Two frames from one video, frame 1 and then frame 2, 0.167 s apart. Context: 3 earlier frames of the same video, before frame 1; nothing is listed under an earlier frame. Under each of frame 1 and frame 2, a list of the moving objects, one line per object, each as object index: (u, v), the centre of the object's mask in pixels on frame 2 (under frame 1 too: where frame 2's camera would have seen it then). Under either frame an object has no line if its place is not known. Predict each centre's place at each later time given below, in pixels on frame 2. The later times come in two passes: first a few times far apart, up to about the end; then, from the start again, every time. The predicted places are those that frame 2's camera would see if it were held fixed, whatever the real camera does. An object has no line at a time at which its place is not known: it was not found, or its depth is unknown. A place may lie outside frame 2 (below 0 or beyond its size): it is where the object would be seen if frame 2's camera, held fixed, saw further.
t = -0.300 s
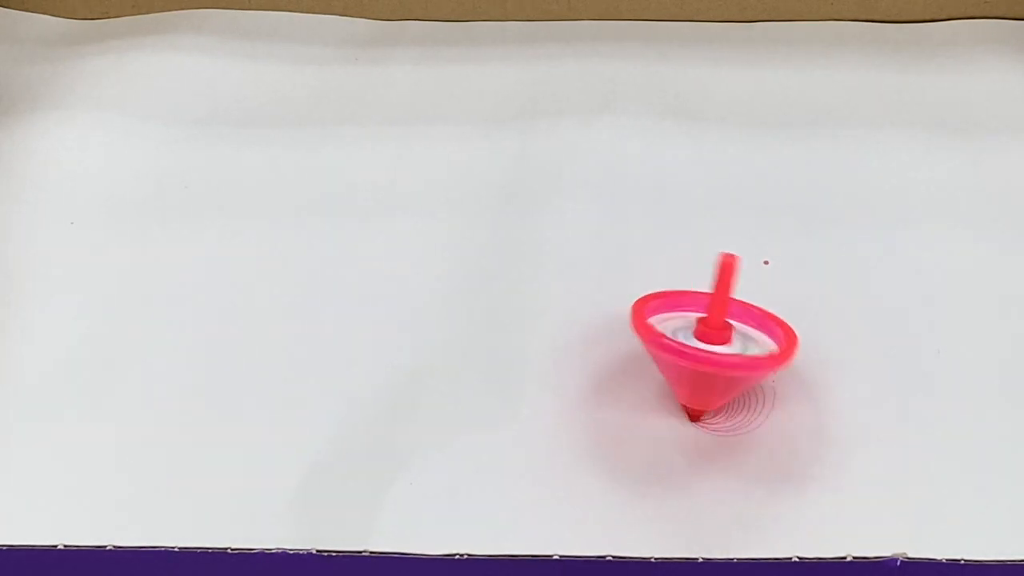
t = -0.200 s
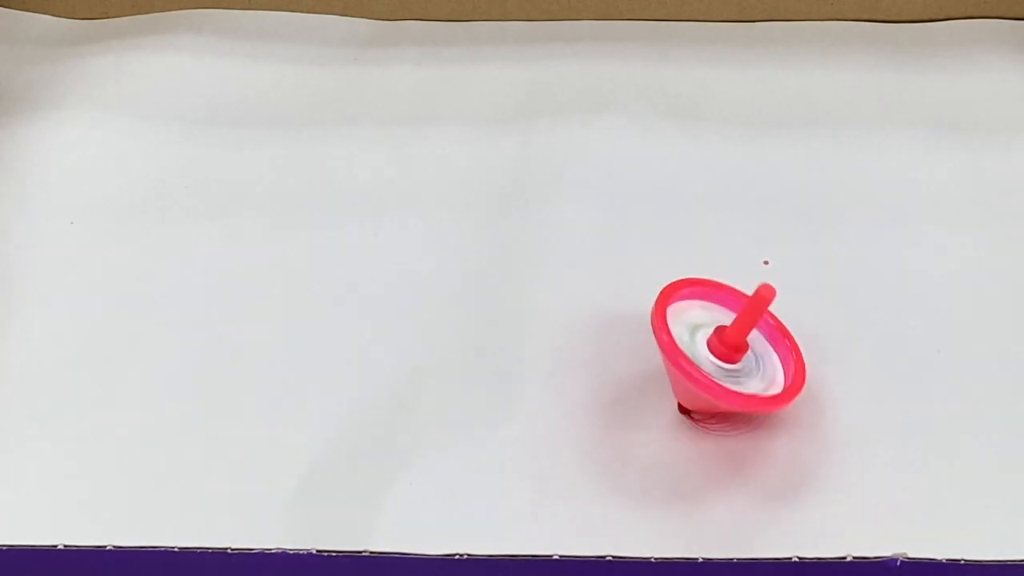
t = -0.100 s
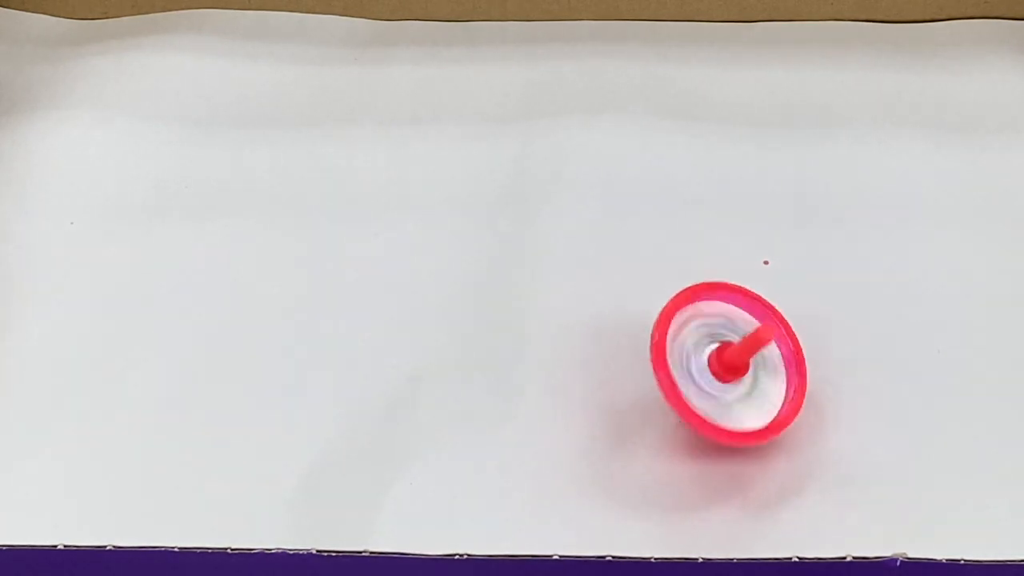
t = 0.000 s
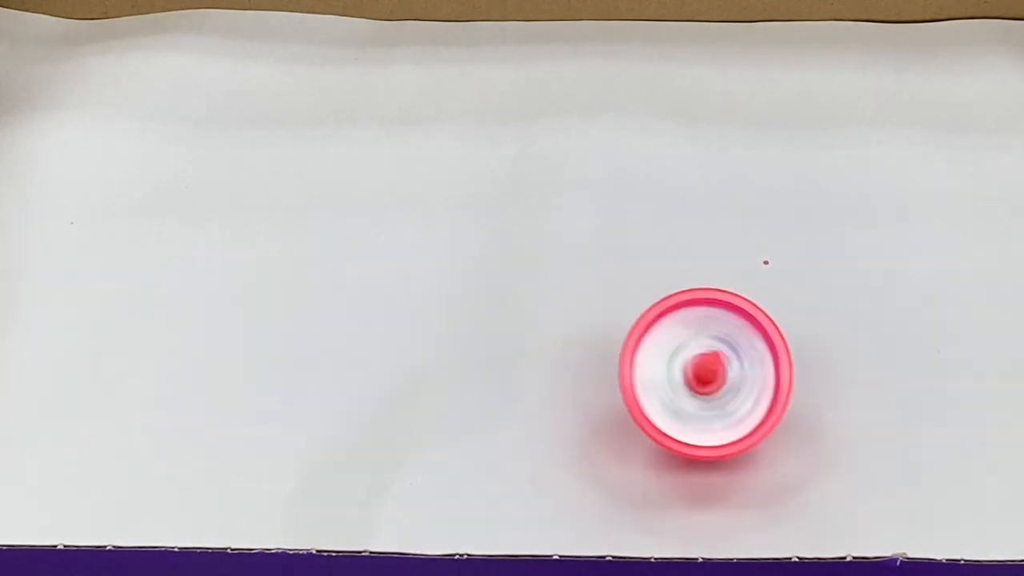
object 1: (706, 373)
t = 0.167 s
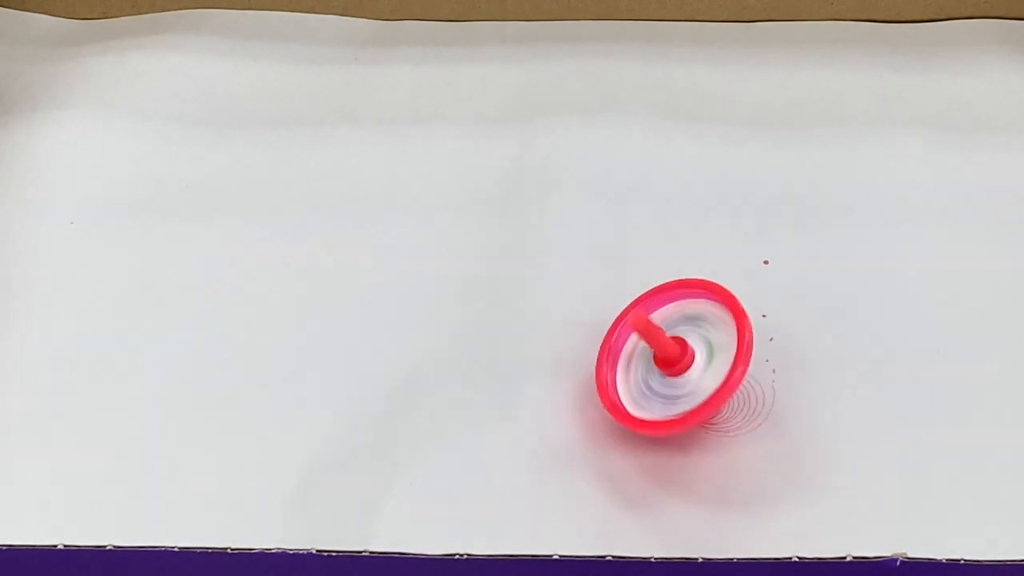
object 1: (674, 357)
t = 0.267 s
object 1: (680, 345)
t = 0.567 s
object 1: (729, 357)
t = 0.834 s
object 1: (677, 367)
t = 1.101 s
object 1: (704, 342)
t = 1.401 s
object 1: (705, 379)
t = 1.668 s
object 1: (677, 346)
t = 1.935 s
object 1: (730, 363)
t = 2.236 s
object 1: (663, 364)
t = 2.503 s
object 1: (718, 350)
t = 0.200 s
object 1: (673, 353)
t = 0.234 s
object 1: (677, 347)
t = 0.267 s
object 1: (680, 345)
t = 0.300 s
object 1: (686, 342)
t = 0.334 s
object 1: (691, 342)
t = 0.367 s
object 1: (697, 341)
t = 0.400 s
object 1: (705, 342)
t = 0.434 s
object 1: (712, 342)
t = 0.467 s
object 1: (720, 346)
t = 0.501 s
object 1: (723, 348)
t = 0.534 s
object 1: (728, 354)
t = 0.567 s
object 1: (729, 357)
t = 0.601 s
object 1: (729, 364)
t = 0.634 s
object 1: (725, 369)
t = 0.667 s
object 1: (719, 375)
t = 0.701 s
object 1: (708, 375)
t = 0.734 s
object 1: (701, 376)
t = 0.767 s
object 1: (691, 373)
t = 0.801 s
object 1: (685, 372)
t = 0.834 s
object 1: (677, 367)
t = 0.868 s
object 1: (673, 362)
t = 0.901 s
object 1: (670, 356)
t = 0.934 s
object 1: (674, 350)
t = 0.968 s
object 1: (677, 347)
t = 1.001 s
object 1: (684, 344)
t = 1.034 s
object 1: (689, 342)
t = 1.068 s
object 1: (697, 342)
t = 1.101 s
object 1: (704, 342)
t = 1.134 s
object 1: (713, 344)
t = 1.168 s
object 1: (719, 346)
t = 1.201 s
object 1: (725, 350)
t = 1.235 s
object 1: (728, 356)
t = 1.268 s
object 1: (729, 360)
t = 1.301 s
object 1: (728, 368)
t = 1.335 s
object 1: (723, 372)
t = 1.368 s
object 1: (716, 379)
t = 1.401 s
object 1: (705, 379)
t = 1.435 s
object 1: (696, 380)
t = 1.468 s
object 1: (686, 376)
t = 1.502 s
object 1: (679, 373)
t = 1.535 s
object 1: (671, 367)
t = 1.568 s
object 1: (668, 360)
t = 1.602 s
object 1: (667, 355)
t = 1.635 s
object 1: (673, 349)
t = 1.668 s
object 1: (677, 346)
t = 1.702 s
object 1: (686, 344)
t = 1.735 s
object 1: (691, 343)
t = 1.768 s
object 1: (700, 343)
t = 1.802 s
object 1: (708, 344)
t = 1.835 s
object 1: (716, 346)
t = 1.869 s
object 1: (722, 352)
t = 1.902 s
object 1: (727, 356)
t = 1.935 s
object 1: (730, 363)
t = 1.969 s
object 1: (729, 368)
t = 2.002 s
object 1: (724, 378)
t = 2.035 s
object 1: (714, 381)
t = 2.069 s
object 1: (705, 384)
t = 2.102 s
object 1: (691, 383)
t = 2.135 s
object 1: (684, 380)
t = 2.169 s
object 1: (674, 376)
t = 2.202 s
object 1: (669, 369)
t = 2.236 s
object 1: (663, 364)
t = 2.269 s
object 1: (665, 356)
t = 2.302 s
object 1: (669, 352)
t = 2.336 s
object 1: (677, 347)
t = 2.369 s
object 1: (684, 345)
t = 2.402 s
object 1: (692, 344)
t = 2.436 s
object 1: (702, 346)
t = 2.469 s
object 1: (709, 347)
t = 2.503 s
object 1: (718, 350)
